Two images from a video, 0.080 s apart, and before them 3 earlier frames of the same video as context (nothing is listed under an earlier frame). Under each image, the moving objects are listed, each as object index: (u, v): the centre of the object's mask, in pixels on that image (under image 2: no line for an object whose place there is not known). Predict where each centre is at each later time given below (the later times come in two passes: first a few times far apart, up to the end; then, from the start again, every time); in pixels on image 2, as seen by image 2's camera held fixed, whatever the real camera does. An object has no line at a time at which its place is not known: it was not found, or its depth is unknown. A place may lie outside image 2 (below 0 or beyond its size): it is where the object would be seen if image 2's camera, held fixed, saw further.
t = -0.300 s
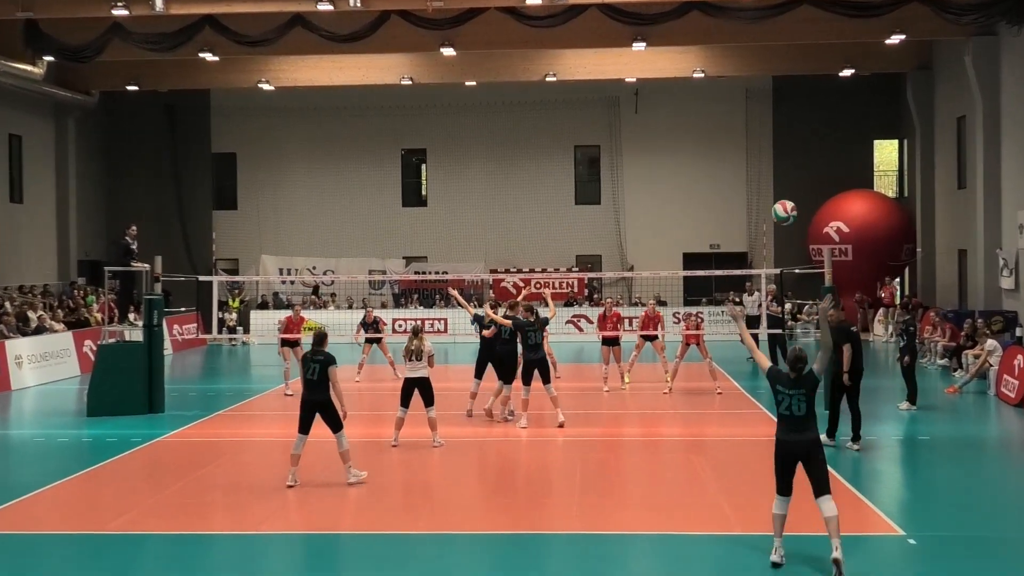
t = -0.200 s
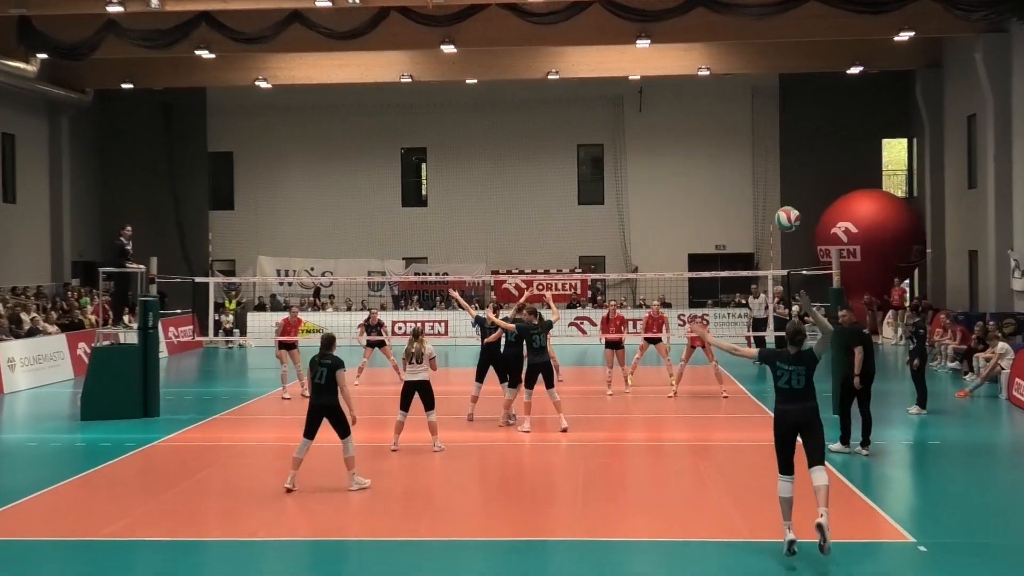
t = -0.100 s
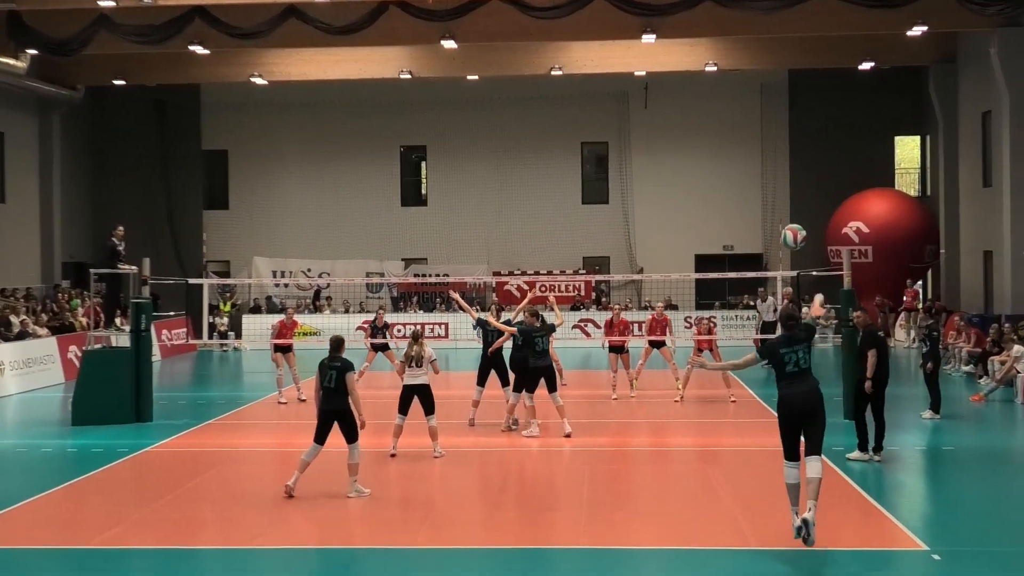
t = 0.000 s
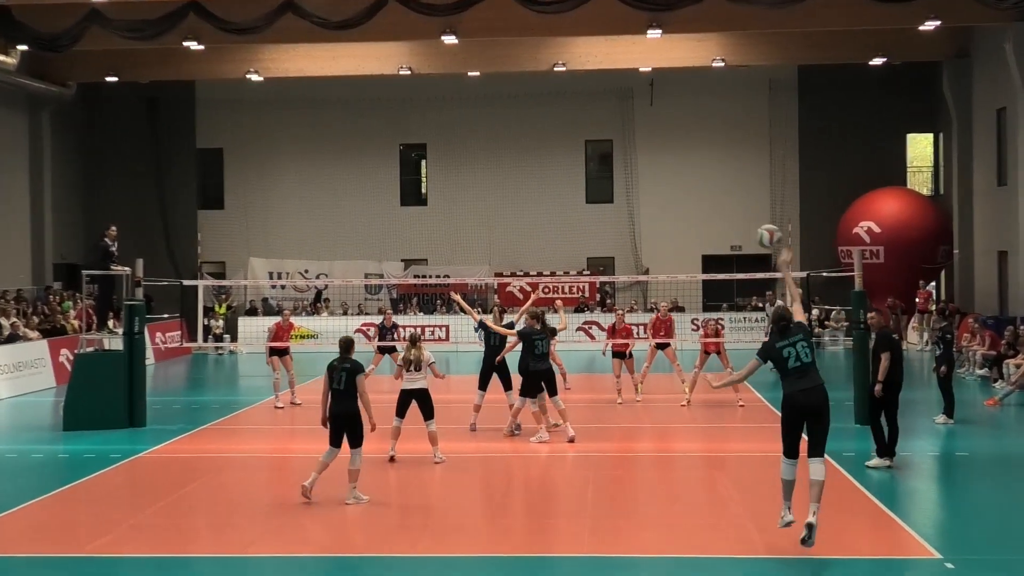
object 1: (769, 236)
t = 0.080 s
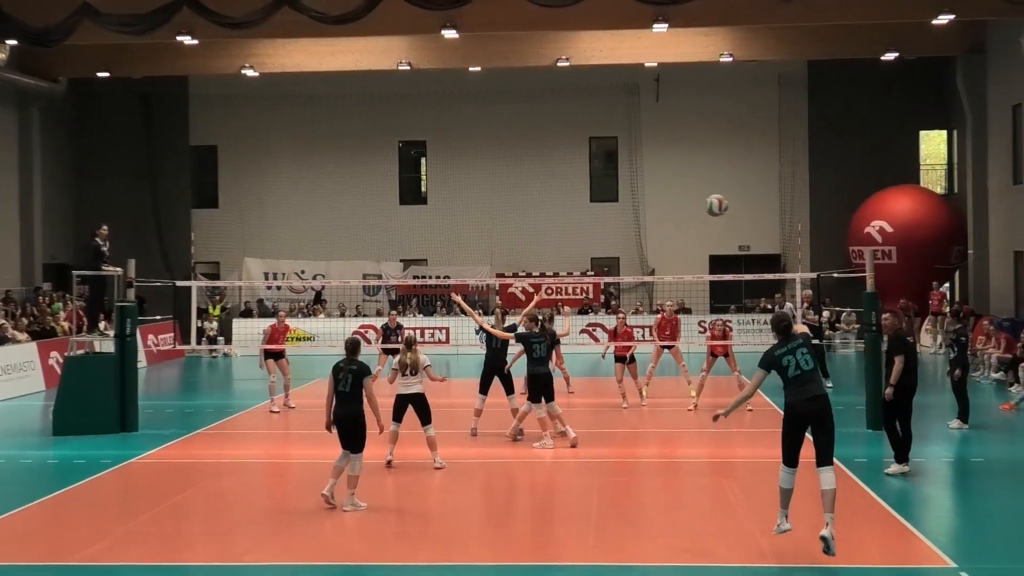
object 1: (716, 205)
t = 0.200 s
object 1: (642, 179)
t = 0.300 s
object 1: (593, 171)
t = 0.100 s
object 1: (703, 199)
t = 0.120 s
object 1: (690, 194)
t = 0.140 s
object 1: (678, 189)
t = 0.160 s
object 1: (666, 185)
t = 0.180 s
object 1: (654, 182)
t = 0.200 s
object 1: (642, 179)
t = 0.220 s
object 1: (632, 177)
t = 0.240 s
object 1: (621, 175)
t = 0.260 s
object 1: (613, 172)
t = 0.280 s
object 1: (603, 170)
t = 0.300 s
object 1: (593, 171)
